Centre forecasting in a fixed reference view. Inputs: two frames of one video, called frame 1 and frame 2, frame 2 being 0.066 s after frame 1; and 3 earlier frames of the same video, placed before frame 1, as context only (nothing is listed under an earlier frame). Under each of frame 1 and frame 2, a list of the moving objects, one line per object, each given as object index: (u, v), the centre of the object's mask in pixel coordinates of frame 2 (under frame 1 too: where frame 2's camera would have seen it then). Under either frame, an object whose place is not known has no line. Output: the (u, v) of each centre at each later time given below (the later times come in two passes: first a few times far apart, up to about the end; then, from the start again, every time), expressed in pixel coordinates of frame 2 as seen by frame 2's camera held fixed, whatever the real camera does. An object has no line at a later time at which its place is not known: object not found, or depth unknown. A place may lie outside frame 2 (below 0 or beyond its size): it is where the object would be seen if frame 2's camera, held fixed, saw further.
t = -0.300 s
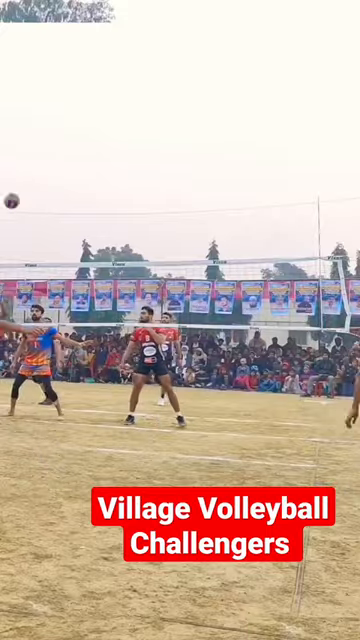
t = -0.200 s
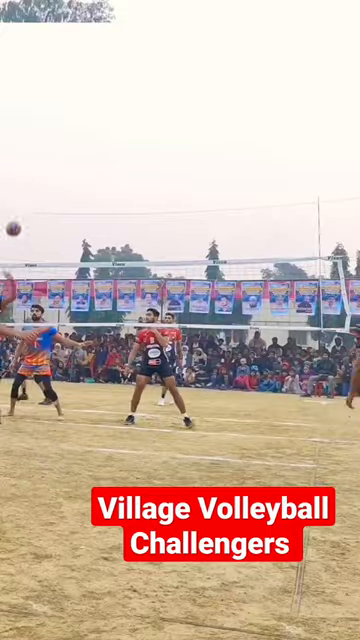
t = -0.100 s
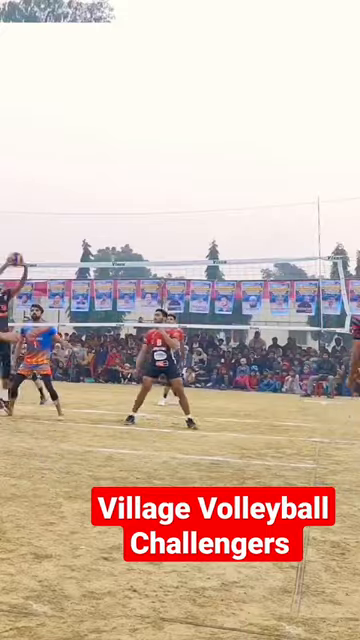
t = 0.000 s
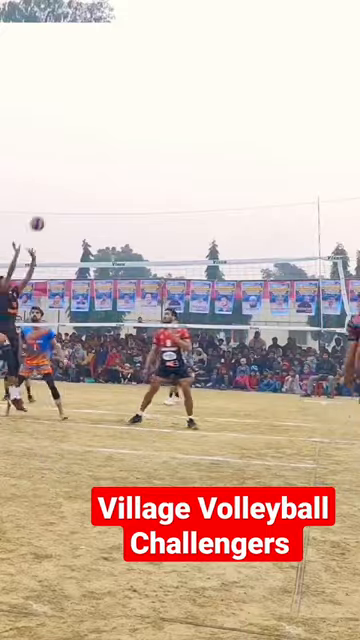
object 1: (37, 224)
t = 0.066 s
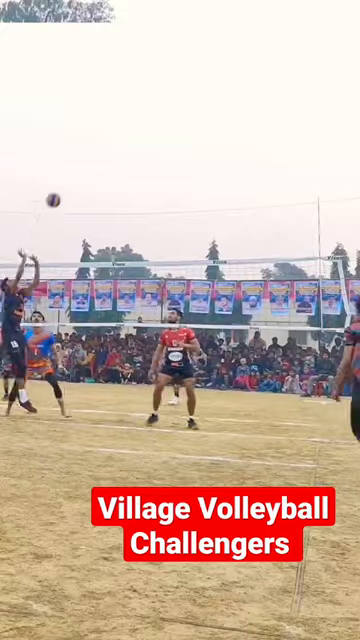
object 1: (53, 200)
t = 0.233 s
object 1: (93, 154)
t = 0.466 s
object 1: (149, 122)
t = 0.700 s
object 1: (207, 128)
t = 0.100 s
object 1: (61, 189)
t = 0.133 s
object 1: (69, 179)
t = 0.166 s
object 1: (77, 170)
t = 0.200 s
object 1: (85, 162)
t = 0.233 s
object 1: (93, 154)
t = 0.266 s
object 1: (101, 147)
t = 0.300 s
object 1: (109, 141)
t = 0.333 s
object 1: (117, 135)
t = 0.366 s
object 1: (125, 131)
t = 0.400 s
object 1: (133, 127)
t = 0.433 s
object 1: (141, 124)
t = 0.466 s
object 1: (149, 122)
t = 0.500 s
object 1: (157, 120)
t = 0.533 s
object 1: (166, 119)
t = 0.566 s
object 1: (174, 119)
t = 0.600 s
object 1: (182, 120)
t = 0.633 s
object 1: (190, 122)
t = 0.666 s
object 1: (198, 125)
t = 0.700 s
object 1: (207, 128)
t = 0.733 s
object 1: (215, 133)
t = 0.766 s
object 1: (223, 138)
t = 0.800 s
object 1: (232, 144)
